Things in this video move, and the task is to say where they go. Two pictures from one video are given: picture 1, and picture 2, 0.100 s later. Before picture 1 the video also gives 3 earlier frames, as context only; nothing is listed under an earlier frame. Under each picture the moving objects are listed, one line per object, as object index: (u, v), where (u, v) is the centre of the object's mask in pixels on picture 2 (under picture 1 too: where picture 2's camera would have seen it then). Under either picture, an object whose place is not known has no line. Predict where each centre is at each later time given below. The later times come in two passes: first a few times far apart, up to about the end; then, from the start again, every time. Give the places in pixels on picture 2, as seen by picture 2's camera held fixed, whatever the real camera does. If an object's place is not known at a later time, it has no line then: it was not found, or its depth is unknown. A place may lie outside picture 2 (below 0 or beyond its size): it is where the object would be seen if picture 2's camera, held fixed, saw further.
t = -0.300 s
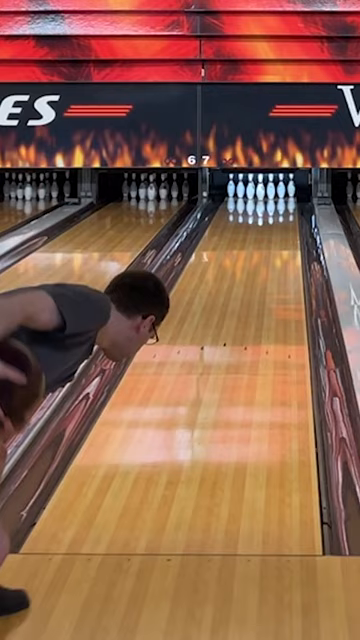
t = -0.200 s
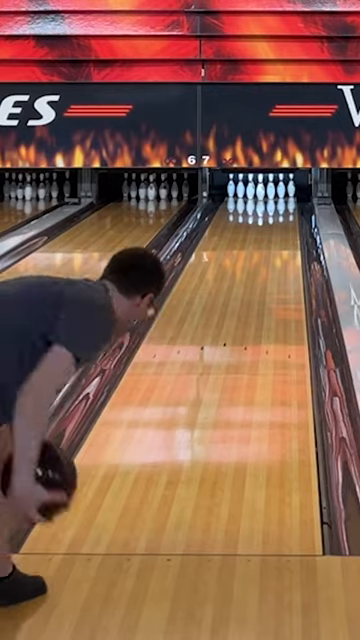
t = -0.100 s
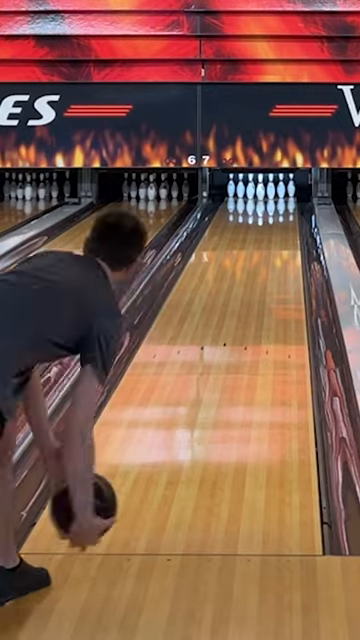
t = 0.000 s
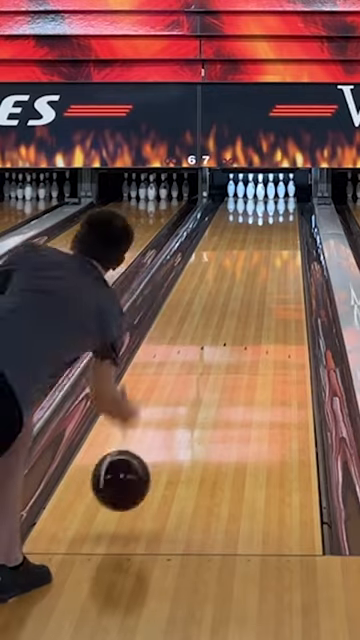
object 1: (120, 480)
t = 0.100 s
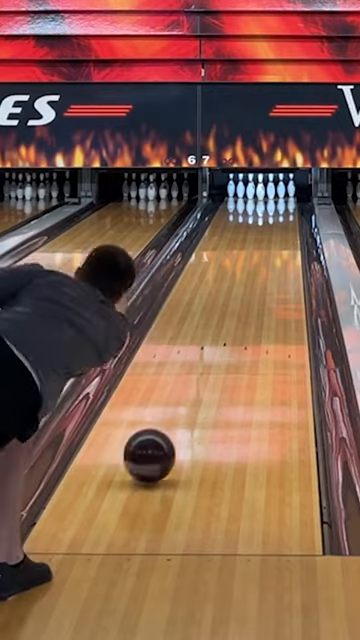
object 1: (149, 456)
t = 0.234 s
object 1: (178, 409)
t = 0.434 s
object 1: (209, 356)
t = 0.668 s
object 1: (234, 314)
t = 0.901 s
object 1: (251, 283)
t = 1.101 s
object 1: (262, 262)
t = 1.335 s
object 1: (271, 243)
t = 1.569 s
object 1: (278, 228)
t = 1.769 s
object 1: (280, 217)
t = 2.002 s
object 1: (279, 207)
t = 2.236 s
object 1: (273, 199)
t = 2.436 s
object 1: (267, 194)
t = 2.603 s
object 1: (270, 190)
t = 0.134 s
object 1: (157, 442)
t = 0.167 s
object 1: (165, 431)
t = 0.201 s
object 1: (172, 420)
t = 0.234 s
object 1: (178, 409)
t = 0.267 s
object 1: (184, 399)
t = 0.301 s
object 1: (190, 389)
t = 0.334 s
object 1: (195, 380)
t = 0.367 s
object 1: (200, 372)
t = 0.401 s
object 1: (205, 364)
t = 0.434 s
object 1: (209, 356)
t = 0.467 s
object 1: (213, 349)
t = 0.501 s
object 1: (217, 343)
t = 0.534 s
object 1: (221, 336)
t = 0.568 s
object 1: (224, 330)
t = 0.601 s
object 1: (228, 324)
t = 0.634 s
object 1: (231, 319)
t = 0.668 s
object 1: (234, 314)
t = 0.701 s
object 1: (236, 309)
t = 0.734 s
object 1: (239, 304)
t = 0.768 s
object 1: (242, 299)
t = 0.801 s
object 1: (244, 295)
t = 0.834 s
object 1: (246, 291)
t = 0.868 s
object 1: (248, 287)
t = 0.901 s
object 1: (251, 283)
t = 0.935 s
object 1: (253, 279)
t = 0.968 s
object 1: (255, 275)
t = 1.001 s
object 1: (257, 272)
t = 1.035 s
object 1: (258, 268)
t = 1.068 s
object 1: (260, 265)
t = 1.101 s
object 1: (262, 262)
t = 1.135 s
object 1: (263, 259)
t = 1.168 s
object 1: (264, 256)
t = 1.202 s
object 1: (266, 253)
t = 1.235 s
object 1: (267, 251)
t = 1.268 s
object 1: (269, 248)
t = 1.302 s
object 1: (270, 246)
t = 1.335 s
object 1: (271, 243)
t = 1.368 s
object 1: (272, 241)
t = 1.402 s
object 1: (273, 238)
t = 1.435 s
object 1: (274, 236)
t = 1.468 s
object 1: (275, 234)
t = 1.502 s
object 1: (276, 232)
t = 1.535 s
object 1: (277, 230)
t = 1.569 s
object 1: (278, 228)
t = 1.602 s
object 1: (278, 226)
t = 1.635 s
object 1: (279, 224)
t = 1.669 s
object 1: (279, 223)
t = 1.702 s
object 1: (280, 221)
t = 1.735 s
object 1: (280, 219)
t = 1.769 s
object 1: (280, 217)
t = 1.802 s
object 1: (280, 216)
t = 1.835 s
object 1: (280, 215)
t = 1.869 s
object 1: (280, 213)
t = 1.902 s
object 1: (280, 211)
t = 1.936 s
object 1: (280, 210)
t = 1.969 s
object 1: (279, 209)
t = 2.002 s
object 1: (279, 207)
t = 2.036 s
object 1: (279, 206)
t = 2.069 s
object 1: (278, 205)
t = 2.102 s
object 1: (277, 204)
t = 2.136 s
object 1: (276, 203)
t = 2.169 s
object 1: (275, 201)
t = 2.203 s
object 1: (274, 200)
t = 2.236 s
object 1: (273, 199)
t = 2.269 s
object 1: (272, 199)
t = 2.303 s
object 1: (271, 198)
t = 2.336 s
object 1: (271, 197)
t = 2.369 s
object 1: (270, 196)
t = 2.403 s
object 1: (268, 195)
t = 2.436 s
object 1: (267, 194)
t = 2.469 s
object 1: (268, 193)
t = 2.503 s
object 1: (268, 192)
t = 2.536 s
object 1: (268, 192)
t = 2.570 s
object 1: (268, 192)
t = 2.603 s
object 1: (270, 190)
